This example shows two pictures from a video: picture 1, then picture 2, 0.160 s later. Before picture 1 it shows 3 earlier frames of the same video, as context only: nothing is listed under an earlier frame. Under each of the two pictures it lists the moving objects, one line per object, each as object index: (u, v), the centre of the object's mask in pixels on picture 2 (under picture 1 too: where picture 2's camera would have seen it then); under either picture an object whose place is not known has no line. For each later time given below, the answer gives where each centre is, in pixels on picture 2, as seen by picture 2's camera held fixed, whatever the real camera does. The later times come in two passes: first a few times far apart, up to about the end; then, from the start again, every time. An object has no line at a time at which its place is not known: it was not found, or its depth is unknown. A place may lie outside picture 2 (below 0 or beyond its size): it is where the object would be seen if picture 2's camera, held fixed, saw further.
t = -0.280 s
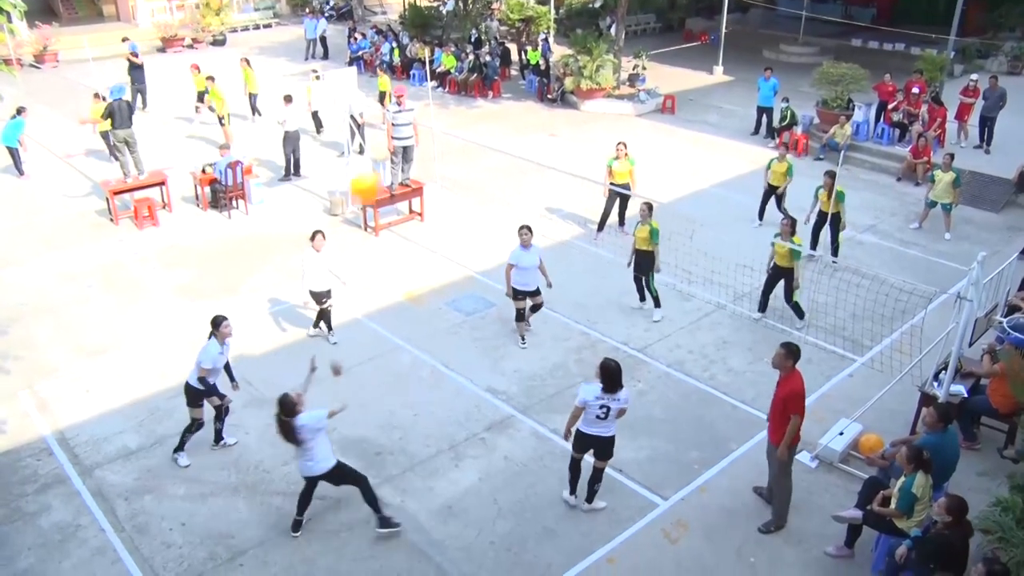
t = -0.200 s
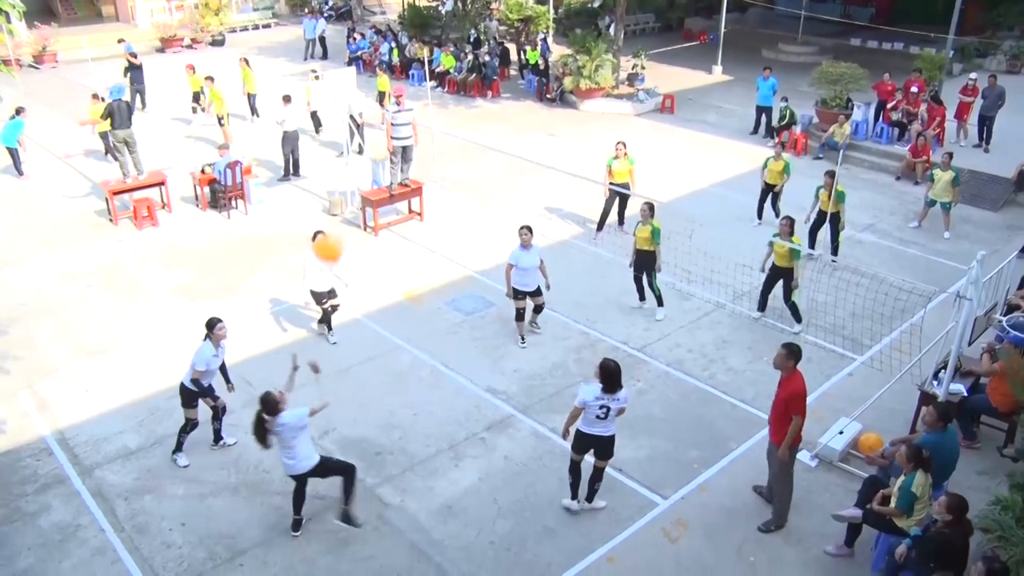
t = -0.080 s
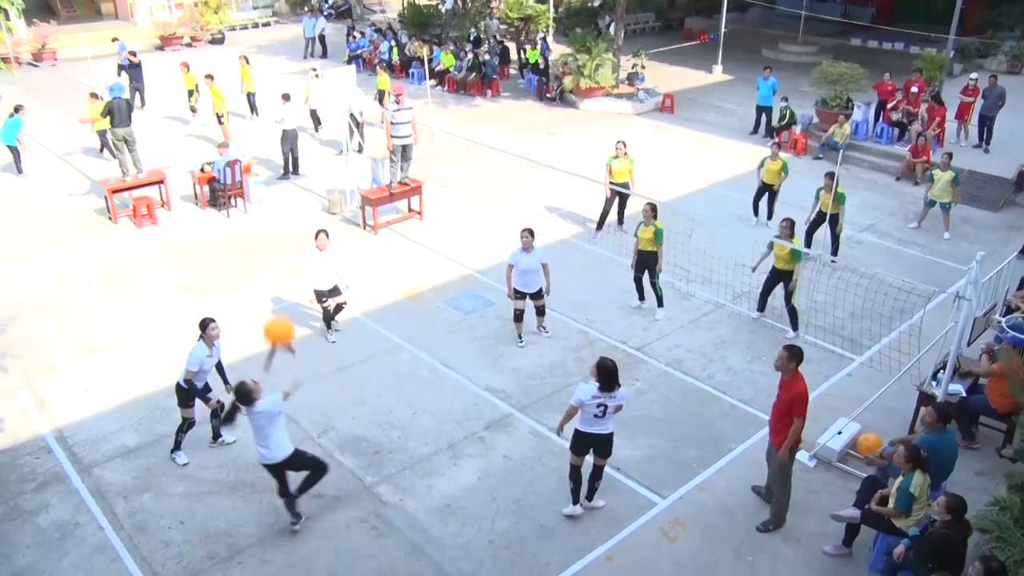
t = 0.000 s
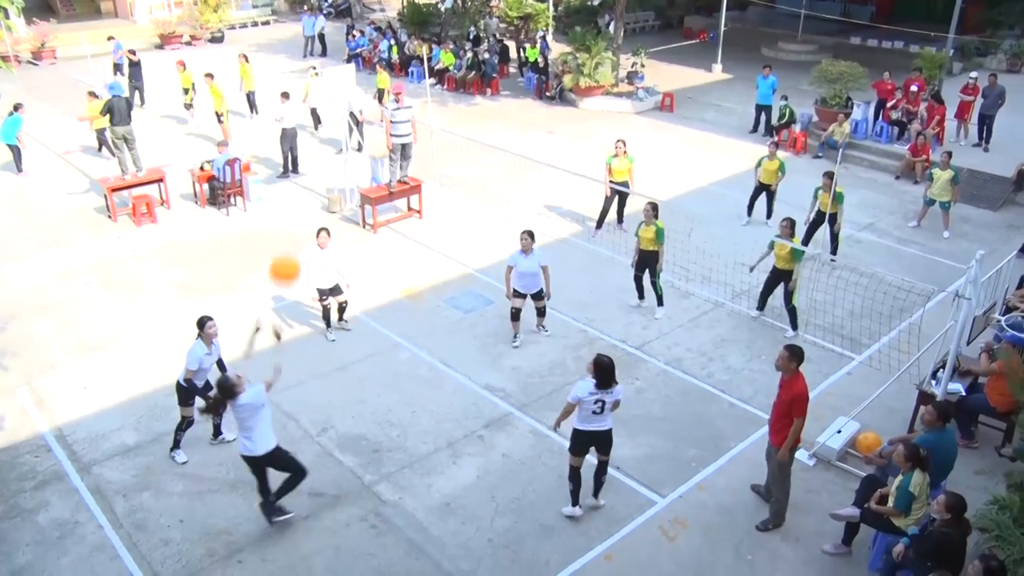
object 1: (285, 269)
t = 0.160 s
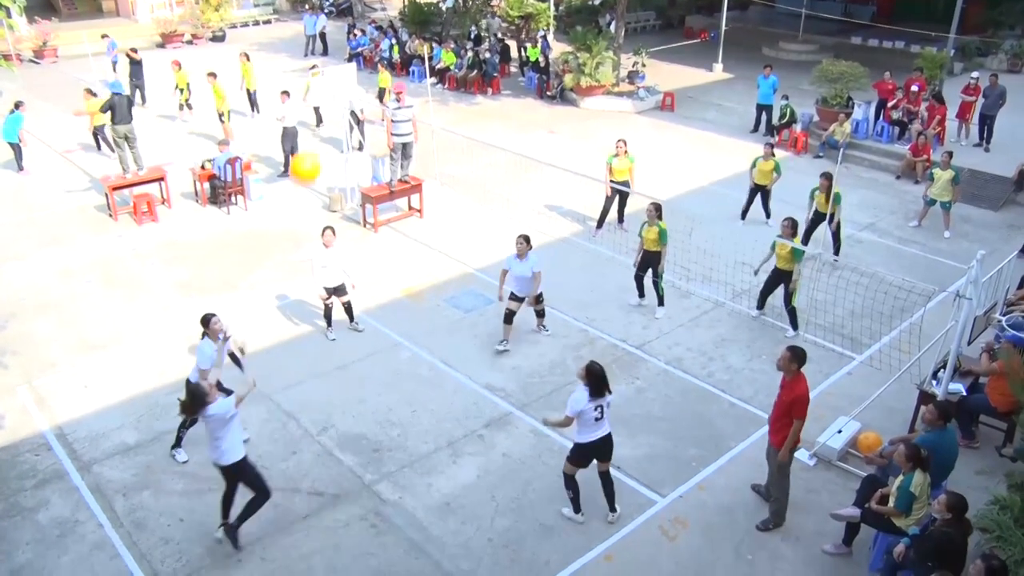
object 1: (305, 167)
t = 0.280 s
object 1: (324, 114)
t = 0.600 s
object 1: (375, 60)
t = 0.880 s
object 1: (416, 101)
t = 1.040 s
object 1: (435, 153)
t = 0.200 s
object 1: (311, 147)
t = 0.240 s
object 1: (317, 129)
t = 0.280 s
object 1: (324, 114)
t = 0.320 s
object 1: (329, 101)
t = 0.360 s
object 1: (336, 89)
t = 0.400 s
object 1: (343, 78)
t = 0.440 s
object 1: (350, 71)
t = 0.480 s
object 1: (357, 65)
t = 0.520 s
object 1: (363, 61)
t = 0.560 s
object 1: (369, 60)
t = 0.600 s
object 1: (375, 60)
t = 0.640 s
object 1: (381, 61)
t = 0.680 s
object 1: (387, 64)
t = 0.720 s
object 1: (393, 69)
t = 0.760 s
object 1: (399, 75)
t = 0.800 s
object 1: (404, 82)
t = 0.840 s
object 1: (409, 91)
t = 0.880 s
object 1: (416, 101)
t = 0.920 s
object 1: (421, 112)
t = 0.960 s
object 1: (426, 125)
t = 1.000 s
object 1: (431, 138)
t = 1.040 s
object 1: (435, 153)
